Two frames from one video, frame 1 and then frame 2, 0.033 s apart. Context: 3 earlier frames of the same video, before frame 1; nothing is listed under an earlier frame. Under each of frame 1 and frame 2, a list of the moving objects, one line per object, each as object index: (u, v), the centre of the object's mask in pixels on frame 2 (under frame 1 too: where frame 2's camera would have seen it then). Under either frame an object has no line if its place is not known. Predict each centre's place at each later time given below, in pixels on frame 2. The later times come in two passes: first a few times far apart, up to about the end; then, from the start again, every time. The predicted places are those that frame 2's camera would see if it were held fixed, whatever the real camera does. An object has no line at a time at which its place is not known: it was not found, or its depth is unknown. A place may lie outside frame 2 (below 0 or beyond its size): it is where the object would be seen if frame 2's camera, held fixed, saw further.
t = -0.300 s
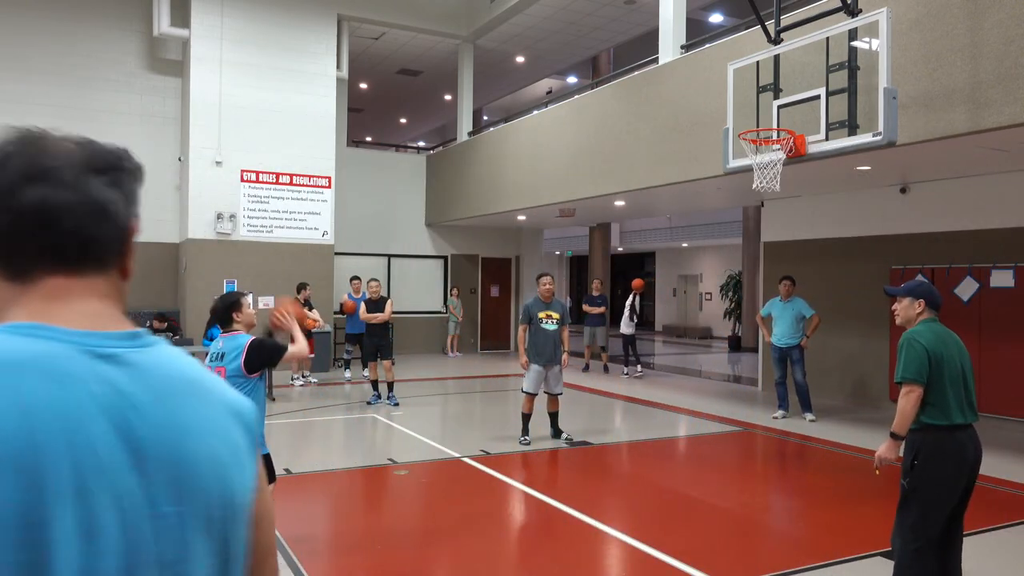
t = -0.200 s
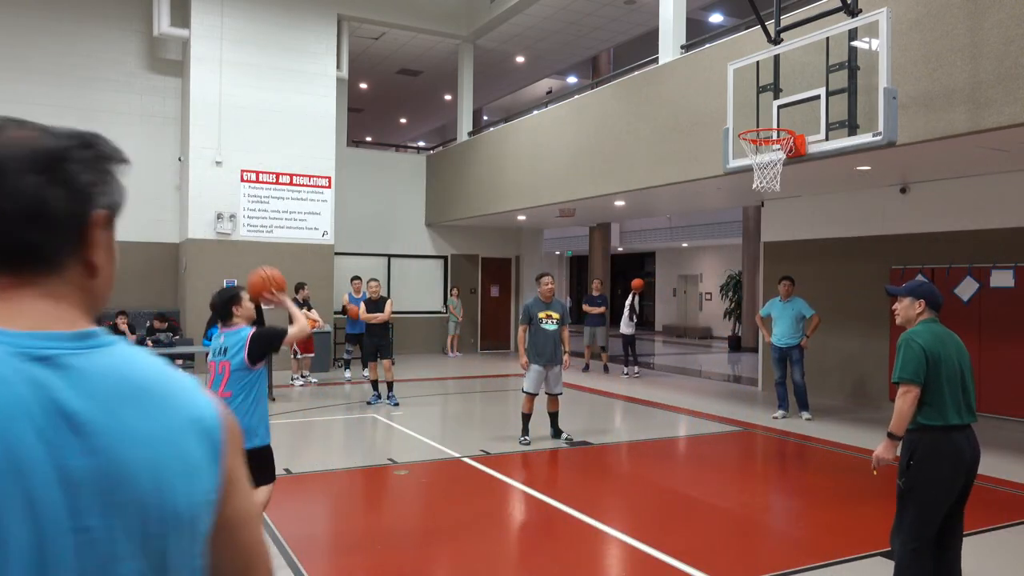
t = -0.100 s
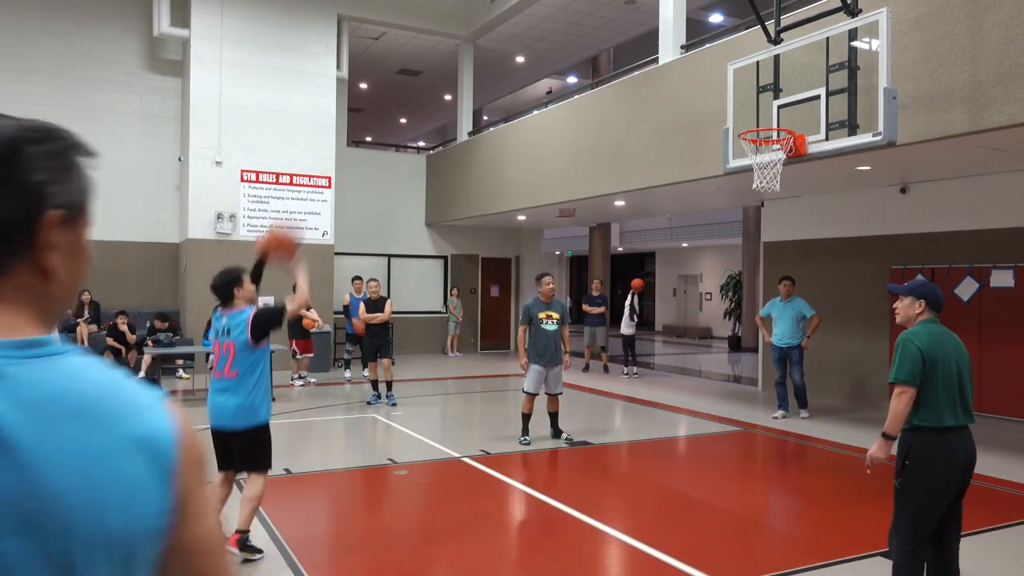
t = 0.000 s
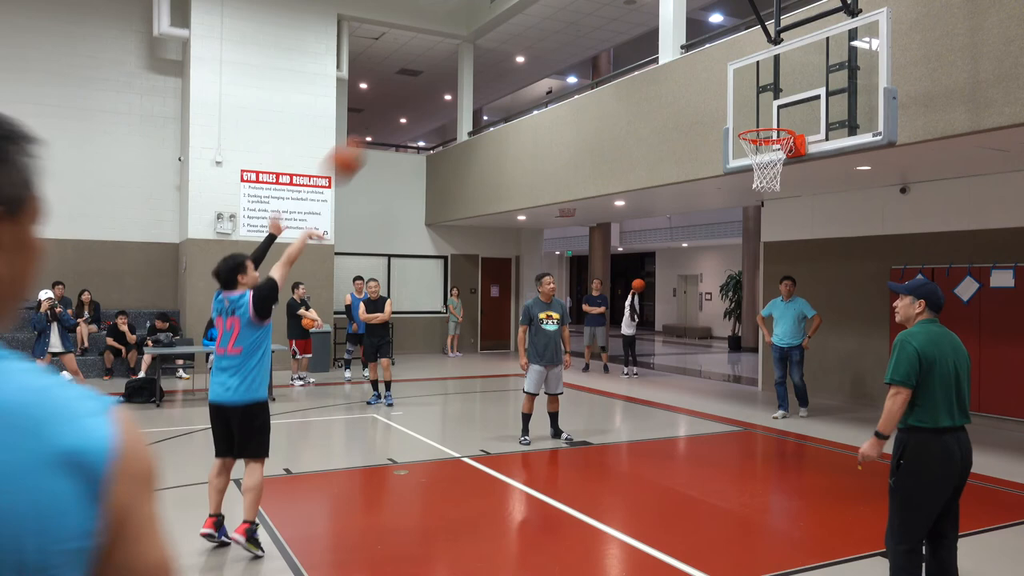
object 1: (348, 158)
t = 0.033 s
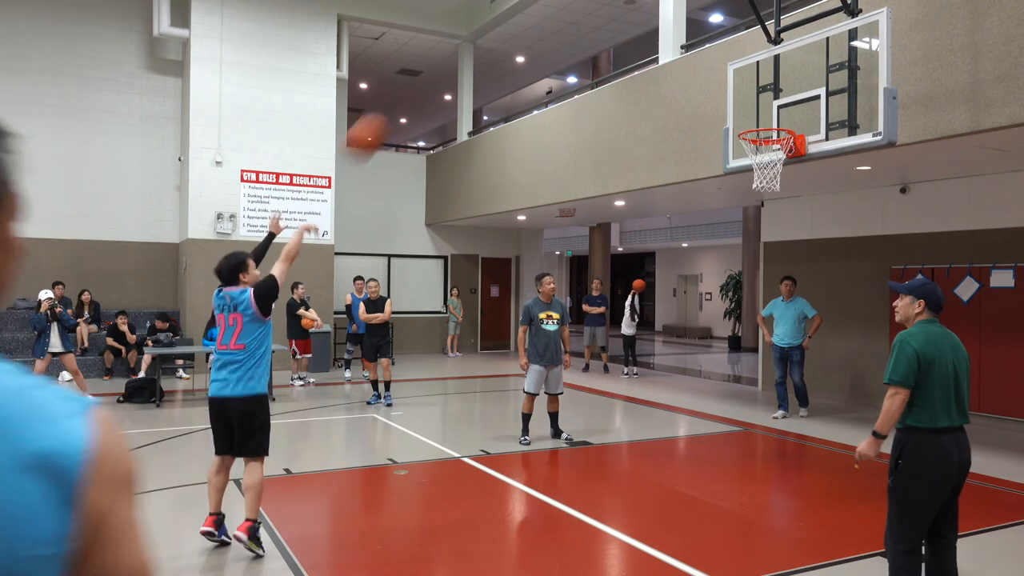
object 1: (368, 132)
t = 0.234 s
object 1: (482, 41)
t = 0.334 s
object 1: (533, 18)
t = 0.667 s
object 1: (683, 36)
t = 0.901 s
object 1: (765, 116)
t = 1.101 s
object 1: (739, 163)
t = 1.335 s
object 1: (719, 185)
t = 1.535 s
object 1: (701, 252)
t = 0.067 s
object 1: (386, 115)
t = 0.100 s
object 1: (406, 97)
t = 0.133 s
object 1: (425, 80)
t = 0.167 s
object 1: (444, 66)
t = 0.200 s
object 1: (464, 52)
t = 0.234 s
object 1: (482, 41)
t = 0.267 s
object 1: (499, 32)
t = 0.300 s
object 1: (516, 25)
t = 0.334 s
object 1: (533, 18)
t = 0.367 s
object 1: (550, 15)
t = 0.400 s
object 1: (566, 13)
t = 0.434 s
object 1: (581, 12)
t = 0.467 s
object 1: (596, 12)
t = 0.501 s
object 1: (611, 12)
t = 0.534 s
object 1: (626, 14)
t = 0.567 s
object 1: (639, 16)
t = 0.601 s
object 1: (651, 21)
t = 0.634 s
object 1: (665, 28)
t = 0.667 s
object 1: (683, 36)
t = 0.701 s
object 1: (694, 43)
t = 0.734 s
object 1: (705, 53)
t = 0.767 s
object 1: (717, 65)
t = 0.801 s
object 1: (730, 76)
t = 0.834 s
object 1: (743, 89)
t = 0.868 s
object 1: (754, 102)
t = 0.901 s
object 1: (765, 116)
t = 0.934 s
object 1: (780, 124)
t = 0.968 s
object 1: (770, 143)
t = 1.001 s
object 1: (758, 151)
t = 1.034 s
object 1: (749, 163)
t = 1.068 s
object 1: (743, 164)
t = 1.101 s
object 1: (739, 163)
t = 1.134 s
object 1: (736, 164)
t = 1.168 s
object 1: (733, 163)
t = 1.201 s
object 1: (730, 165)
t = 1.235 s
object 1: (728, 168)
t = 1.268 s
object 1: (725, 173)
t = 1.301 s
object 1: (722, 179)
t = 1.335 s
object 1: (719, 185)
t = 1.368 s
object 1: (716, 193)
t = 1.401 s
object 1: (713, 201)
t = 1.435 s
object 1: (710, 212)
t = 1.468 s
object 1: (707, 224)
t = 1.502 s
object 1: (704, 237)
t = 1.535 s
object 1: (701, 252)
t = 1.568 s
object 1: (699, 266)
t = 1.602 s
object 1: (695, 283)
